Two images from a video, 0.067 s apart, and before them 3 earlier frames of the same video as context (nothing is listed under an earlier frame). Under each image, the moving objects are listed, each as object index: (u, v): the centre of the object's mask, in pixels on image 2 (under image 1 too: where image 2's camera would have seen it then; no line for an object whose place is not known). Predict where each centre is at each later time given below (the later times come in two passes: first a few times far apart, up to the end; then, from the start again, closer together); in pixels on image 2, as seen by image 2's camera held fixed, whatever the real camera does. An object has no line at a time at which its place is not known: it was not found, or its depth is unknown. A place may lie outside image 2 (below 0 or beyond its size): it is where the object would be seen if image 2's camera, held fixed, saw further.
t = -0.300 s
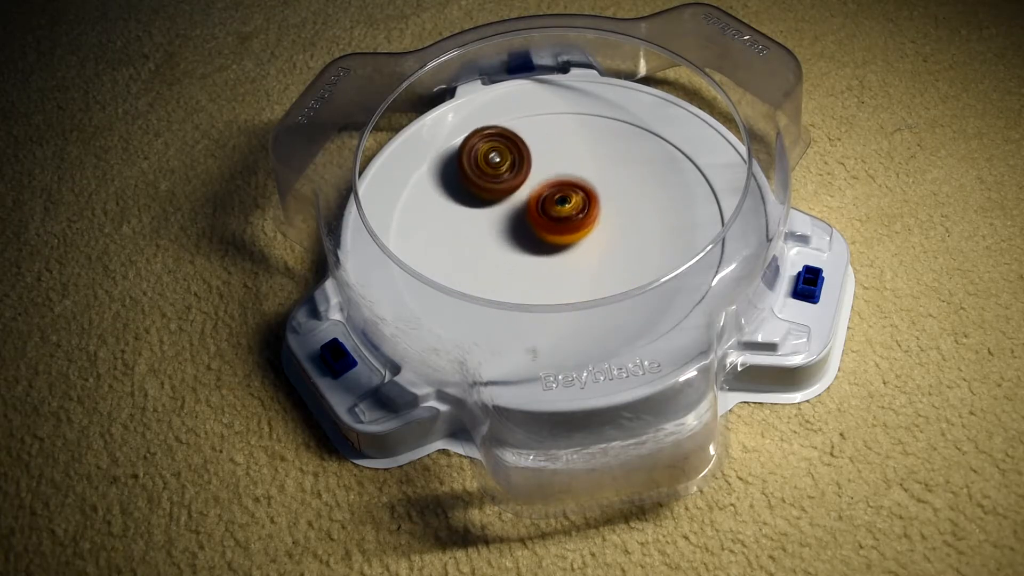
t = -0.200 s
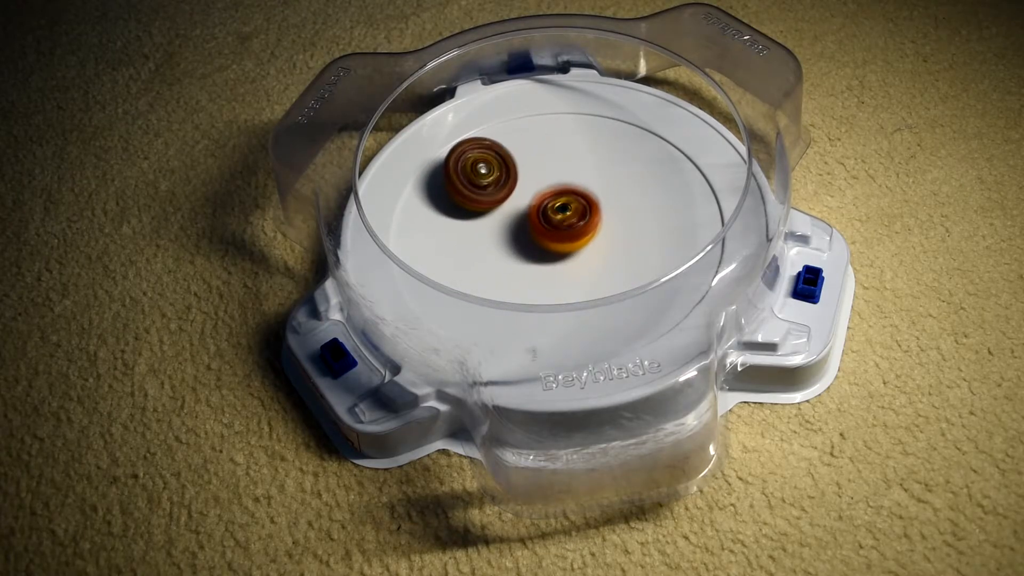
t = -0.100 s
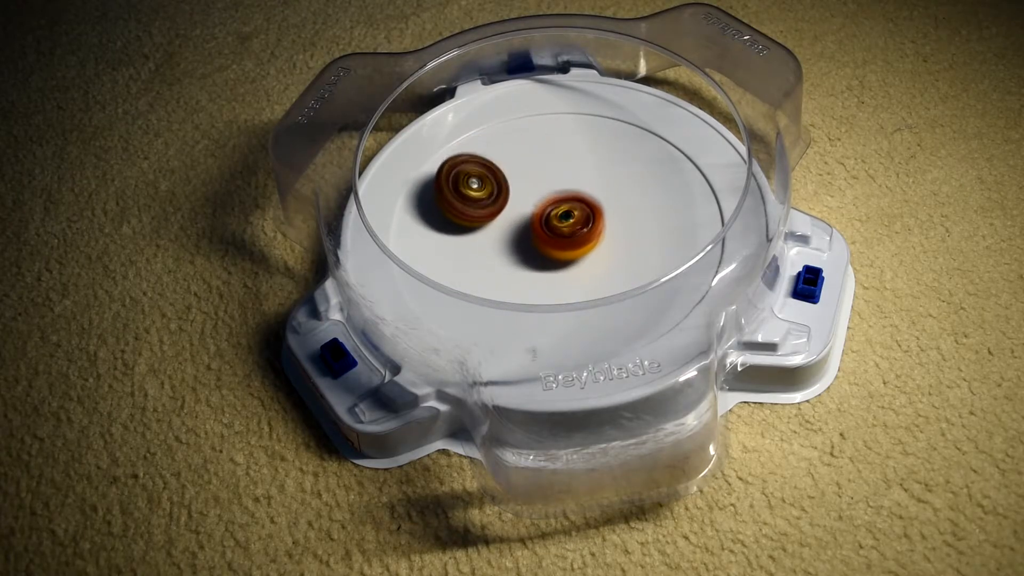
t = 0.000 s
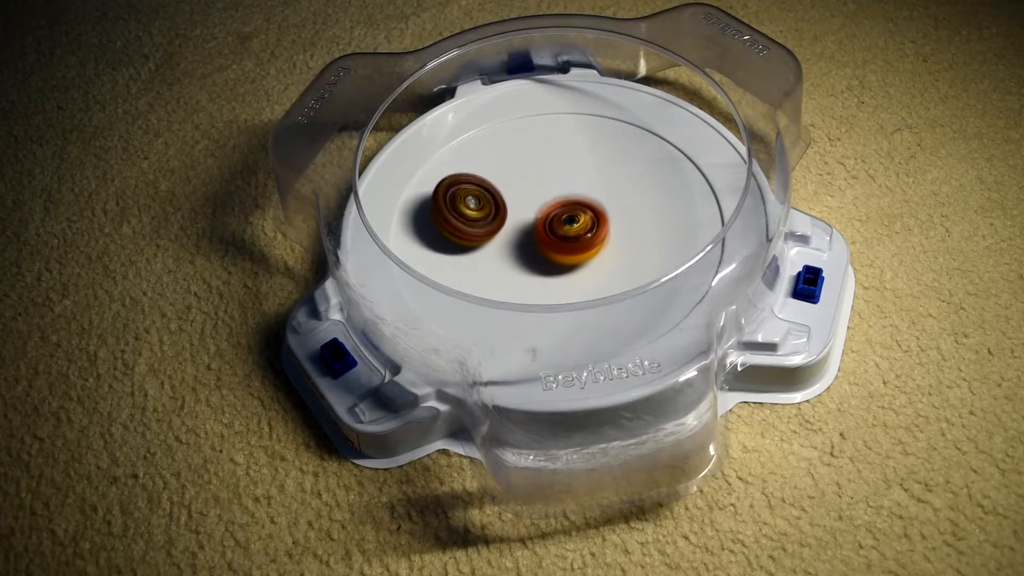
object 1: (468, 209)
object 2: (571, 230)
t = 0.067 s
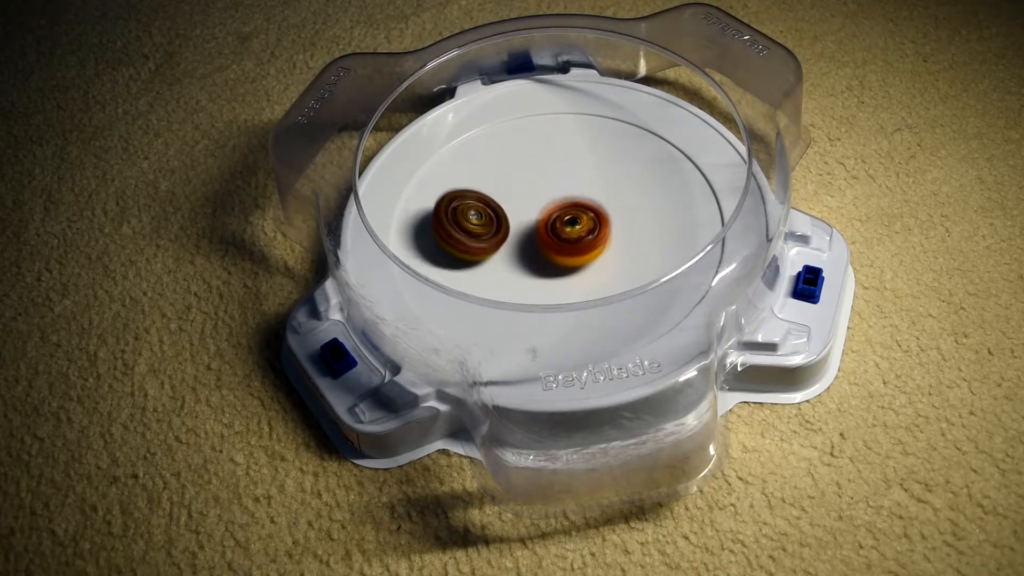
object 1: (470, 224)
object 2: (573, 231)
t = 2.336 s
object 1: (479, 255)
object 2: (558, 216)
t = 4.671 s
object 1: (545, 282)
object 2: (556, 218)
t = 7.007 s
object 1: (604, 257)
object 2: (539, 211)
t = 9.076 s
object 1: (608, 215)
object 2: (525, 216)
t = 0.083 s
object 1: (470, 228)
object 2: (573, 232)
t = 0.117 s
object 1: (473, 236)
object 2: (574, 232)
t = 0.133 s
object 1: (474, 239)
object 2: (574, 232)
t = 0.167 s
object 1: (478, 247)
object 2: (574, 232)
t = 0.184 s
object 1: (480, 250)
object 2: (574, 232)
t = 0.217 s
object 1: (485, 258)
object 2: (573, 232)
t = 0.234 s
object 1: (487, 261)
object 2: (572, 232)
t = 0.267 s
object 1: (493, 267)
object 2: (571, 232)
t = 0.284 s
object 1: (496, 270)
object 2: (570, 232)
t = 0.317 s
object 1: (502, 274)
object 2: (569, 231)
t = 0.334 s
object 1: (506, 276)
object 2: (568, 231)
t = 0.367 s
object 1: (513, 279)
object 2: (565, 230)
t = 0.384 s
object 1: (517, 281)
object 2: (564, 230)
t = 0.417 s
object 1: (526, 283)
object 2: (562, 230)
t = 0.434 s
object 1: (530, 284)
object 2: (560, 230)
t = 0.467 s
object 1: (537, 285)
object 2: (557, 230)
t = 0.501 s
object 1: (546, 291)
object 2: (553, 230)
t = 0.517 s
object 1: (550, 292)
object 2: (552, 230)
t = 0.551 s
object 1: (557, 292)
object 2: (549, 230)
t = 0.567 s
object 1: (561, 292)
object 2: (548, 231)
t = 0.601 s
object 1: (569, 291)
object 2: (545, 231)
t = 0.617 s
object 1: (572, 291)
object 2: (544, 232)
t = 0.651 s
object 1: (577, 284)
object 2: (542, 232)
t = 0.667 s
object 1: (581, 283)
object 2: (540, 232)
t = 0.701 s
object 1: (587, 281)
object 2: (539, 233)
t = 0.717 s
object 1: (590, 280)
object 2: (538, 233)
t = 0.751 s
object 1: (597, 277)
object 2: (536, 233)
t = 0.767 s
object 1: (600, 275)
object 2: (536, 234)
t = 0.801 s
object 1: (606, 271)
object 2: (536, 234)
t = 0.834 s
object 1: (612, 267)
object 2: (536, 234)
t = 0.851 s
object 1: (614, 264)
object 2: (535, 234)
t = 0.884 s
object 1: (619, 259)
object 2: (536, 234)
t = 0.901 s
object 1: (621, 256)
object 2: (536, 234)
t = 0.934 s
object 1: (625, 248)
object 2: (537, 233)
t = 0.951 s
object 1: (627, 245)
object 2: (538, 233)
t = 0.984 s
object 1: (630, 237)
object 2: (539, 232)
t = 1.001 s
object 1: (631, 233)
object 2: (540, 231)
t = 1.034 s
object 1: (633, 226)
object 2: (542, 230)
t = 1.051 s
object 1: (634, 221)
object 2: (542, 229)
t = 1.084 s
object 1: (635, 214)
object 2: (543, 228)
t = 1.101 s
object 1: (635, 210)
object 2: (544, 227)
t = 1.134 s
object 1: (634, 203)
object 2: (545, 225)
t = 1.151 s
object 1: (634, 199)
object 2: (546, 223)
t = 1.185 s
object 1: (632, 192)
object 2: (547, 222)
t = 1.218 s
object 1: (630, 186)
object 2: (548, 220)
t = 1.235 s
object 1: (628, 183)
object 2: (549, 219)
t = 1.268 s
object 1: (624, 177)
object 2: (550, 216)
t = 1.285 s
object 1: (623, 174)
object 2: (550, 215)
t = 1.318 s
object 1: (618, 169)
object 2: (551, 213)
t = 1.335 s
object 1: (615, 168)
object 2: (551, 212)
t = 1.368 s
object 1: (610, 164)
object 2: (552, 209)
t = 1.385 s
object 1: (607, 162)
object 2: (551, 209)
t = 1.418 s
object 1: (603, 157)
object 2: (550, 209)
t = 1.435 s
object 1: (602, 154)
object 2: (548, 211)
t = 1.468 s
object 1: (597, 150)
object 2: (547, 212)
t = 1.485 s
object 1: (594, 148)
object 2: (547, 213)
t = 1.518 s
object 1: (589, 145)
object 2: (546, 214)
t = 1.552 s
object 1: (583, 143)
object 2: (546, 216)
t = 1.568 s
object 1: (580, 142)
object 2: (546, 217)
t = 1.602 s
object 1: (575, 142)
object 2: (546, 219)
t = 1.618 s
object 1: (572, 142)
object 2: (546, 220)
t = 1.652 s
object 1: (566, 142)
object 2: (547, 222)
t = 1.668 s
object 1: (563, 143)
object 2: (548, 223)
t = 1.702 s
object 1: (557, 144)
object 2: (549, 224)
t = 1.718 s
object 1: (554, 145)
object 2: (550, 225)
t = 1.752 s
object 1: (547, 147)
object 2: (551, 226)
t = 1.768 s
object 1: (544, 149)
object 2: (553, 227)
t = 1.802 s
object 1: (537, 152)
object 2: (555, 227)
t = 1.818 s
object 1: (533, 154)
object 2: (556, 227)
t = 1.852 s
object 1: (526, 158)
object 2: (558, 228)
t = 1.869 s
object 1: (523, 161)
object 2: (559, 227)
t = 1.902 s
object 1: (516, 166)
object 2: (561, 227)
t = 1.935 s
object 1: (509, 171)
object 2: (563, 227)
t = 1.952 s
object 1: (506, 175)
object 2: (564, 226)
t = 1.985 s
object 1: (500, 181)
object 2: (565, 225)
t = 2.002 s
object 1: (498, 185)
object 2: (566, 224)
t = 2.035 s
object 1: (493, 191)
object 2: (567, 223)
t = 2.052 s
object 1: (490, 194)
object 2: (567, 223)
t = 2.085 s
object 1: (486, 201)
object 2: (568, 221)
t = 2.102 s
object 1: (483, 205)
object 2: (567, 221)
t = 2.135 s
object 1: (480, 212)
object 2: (568, 220)
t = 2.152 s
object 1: (479, 216)
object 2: (567, 219)
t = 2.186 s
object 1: (476, 223)
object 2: (566, 219)
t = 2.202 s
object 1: (476, 227)
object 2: (565, 218)
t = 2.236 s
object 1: (475, 234)
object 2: (564, 217)
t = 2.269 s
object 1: (475, 241)
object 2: (562, 217)
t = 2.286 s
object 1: (476, 245)
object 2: (561, 216)
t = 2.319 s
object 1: (477, 252)
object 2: (559, 216)
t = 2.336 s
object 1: (479, 255)
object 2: (558, 216)
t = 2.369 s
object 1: (482, 261)
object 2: (556, 216)
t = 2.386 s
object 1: (483, 263)
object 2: (556, 217)
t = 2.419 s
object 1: (488, 268)
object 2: (553, 217)
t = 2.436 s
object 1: (490, 270)
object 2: (553, 218)
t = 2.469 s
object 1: (496, 274)
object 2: (551, 219)
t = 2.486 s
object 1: (499, 275)
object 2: (550, 220)
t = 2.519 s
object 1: (505, 278)
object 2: (549, 221)
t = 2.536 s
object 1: (509, 279)
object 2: (548, 221)
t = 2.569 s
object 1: (517, 281)
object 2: (548, 223)
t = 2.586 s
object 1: (521, 282)
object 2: (548, 223)
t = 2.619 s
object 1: (529, 283)
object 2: (547, 224)
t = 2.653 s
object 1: (537, 284)
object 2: (547, 226)
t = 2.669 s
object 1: (540, 284)
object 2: (547, 226)
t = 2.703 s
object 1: (549, 284)
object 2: (548, 227)
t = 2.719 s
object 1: (553, 283)
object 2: (549, 227)
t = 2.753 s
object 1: (562, 283)
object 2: (549, 228)
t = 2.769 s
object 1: (567, 282)
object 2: (550, 228)
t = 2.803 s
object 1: (576, 280)
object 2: (551, 227)
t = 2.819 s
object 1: (580, 279)
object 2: (551, 227)
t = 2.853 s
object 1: (587, 277)
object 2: (553, 226)
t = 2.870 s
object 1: (591, 275)
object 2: (553, 226)
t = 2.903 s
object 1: (598, 272)
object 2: (554, 225)
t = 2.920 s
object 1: (601, 271)
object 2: (554, 224)
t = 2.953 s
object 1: (608, 267)
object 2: (555, 223)
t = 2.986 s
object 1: (613, 262)
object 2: (556, 221)
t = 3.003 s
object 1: (616, 258)
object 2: (556, 220)
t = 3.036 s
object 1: (621, 252)
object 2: (556, 219)
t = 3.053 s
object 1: (623, 249)
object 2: (556, 219)
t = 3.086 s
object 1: (627, 242)
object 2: (555, 218)
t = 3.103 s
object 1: (628, 239)
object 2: (556, 217)
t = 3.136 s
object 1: (631, 232)
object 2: (555, 216)
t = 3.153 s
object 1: (631, 229)
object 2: (555, 215)
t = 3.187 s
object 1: (632, 221)
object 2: (555, 214)
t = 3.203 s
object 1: (633, 218)
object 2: (555, 214)
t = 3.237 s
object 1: (632, 211)
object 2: (553, 214)
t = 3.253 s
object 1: (632, 207)
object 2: (554, 213)
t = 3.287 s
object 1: (630, 201)
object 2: (552, 212)
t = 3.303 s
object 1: (630, 197)
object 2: (552, 213)
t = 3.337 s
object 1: (627, 191)
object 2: (552, 212)
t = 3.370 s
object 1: (623, 186)
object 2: (550, 213)
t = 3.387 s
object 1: (622, 182)
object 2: (550, 213)
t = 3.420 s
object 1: (617, 179)
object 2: (550, 213)
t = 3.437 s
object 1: (614, 176)
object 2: (549, 214)
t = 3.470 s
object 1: (609, 171)
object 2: (550, 214)
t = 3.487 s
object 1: (606, 170)
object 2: (549, 214)
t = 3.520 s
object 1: (600, 166)
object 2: (550, 216)
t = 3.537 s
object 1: (596, 164)
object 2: (550, 216)
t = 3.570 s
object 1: (589, 161)
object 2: (550, 217)
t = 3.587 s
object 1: (586, 160)
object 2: (550, 218)
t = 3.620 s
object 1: (579, 158)
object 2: (551, 218)
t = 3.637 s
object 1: (575, 157)
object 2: (552, 219)
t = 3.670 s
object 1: (567, 156)
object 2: (553, 220)
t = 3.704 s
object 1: (559, 155)
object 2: (554, 221)
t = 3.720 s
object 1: (555, 156)
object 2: (555, 221)
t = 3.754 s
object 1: (547, 157)
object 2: (556, 222)
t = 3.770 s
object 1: (543, 158)
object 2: (557, 222)
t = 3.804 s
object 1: (535, 160)
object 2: (558, 222)
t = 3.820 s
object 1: (531, 161)
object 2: (559, 223)
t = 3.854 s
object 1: (523, 165)
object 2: (561, 222)
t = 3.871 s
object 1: (520, 166)
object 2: (562, 222)
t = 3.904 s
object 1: (513, 170)
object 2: (563, 222)
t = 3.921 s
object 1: (510, 172)
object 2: (564, 222)
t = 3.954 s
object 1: (504, 176)
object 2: (565, 221)
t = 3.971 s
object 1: (501, 178)
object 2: (565, 221)
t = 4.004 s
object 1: (497, 183)
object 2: (565, 221)
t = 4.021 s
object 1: (494, 186)
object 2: (566, 221)
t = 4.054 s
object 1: (490, 192)
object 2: (565, 220)
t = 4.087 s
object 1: (486, 197)
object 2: (565, 219)
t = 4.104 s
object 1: (484, 200)
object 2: (565, 219)
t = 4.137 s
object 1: (482, 206)
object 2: (564, 219)
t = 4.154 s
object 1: (481, 210)
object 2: (564, 219)
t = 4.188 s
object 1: (480, 216)
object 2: (562, 218)
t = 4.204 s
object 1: (480, 220)
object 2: (562, 218)
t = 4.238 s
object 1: (480, 226)
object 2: (561, 218)
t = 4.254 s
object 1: (481, 230)
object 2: (560, 219)
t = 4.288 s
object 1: (482, 236)
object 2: (559, 219)
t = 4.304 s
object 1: (483, 239)
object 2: (558, 220)
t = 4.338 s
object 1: (484, 246)
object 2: (558, 220)
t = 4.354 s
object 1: (486, 249)
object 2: (558, 220)
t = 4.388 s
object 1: (489, 256)
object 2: (557, 220)
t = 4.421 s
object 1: (494, 261)
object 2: (557, 220)
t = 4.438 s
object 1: (496, 264)
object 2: (557, 221)
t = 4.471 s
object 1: (502, 268)
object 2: (556, 221)
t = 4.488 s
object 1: (505, 270)
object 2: (556, 222)
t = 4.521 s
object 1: (512, 274)
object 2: (556, 222)
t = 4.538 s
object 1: (515, 275)
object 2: (556, 223)
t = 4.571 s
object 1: (522, 278)
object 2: (555, 221)
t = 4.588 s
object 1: (526, 279)
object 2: (556, 221)
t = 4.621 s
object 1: (533, 280)
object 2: (556, 219)
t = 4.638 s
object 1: (537, 282)
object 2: (556, 219)
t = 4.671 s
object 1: (545, 282)
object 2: (556, 218)
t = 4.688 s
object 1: (550, 282)
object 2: (555, 218)
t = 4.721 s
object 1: (558, 282)
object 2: (556, 217)
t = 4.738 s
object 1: (561, 281)
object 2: (555, 216)
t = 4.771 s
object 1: (569, 281)
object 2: (555, 216)
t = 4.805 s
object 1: (577, 279)
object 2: (554, 215)
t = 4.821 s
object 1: (581, 278)
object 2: (555, 215)
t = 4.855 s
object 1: (588, 275)
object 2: (554, 214)
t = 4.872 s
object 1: (591, 274)
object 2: (554, 214)
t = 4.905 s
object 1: (597, 271)
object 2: (553, 214)
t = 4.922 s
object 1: (600, 269)
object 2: (554, 214)
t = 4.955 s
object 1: (606, 264)
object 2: (553, 213)
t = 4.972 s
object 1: (608, 261)
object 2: (553, 214)
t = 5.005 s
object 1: (613, 255)
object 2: (554, 214)
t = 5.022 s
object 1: (615, 251)
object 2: (553, 215)
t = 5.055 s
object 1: (619, 245)
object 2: (553, 215)
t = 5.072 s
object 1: (621, 241)
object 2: (552, 215)
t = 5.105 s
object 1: (626, 234)
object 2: (552, 216)
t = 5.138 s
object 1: (628, 228)
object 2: (550, 217)
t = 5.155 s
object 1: (629, 225)
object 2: (550, 217)
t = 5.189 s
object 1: (630, 218)
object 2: (550, 218)
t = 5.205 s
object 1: (630, 215)
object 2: (550, 218)
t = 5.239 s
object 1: (630, 208)
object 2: (549, 219)
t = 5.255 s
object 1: (629, 205)
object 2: (550, 220)
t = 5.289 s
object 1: (627, 199)
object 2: (550, 221)
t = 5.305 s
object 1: (626, 197)
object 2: (551, 221)
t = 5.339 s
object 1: (623, 191)
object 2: (551, 222)
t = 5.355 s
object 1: (621, 189)
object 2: (552, 223)
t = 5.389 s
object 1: (616, 184)
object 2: (553, 223)
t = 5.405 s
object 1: (614, 182)
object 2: (554, 224)
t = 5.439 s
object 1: (609, 177)
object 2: (554, 224)
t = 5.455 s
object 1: (607, 175)
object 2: (555, 225)
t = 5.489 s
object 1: (600, 172)
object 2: (556, 225)
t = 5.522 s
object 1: (594, 168)
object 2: (557, 225)
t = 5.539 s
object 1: (590, 166)
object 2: (557, 225)
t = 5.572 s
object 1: (582, 163)
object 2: (559, 225)
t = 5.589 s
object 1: (579, 163)
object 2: (558, 226)
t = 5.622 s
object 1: (571, 161)
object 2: (559, 227)
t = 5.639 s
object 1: (567, 160)
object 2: (560, 226)
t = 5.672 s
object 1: (560, 160)
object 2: (560, 227)
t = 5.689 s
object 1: (556, 160)
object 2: (560, 226)
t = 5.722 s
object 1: (548, 161)
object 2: (561, 227)
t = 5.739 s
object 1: (544, 161)
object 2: (561, 227)
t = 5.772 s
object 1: (536, 163)
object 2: (561, 227)
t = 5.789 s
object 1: (532, 164)
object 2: (561, 226)
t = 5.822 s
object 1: (525, 168)
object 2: (561, 226)
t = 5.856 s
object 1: (518, 171)
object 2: (561, 226)
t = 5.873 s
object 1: (515, 173)
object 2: (560, 225)
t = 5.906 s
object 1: (509, 176)
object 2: (560, 225)
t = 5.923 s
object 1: (506, 179)
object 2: (559, 225)
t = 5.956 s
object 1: (501, 183)
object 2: (559, 225)
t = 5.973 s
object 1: (499, 187)
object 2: (558, 224)
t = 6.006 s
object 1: (491, 190)
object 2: (561, 225)
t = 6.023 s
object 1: (485, 190)
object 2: (565, 226)
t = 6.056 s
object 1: (477, 193)
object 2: (571, 228)
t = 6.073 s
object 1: (474, 195)
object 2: (573, 227)
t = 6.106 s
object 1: (470, 200)
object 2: (577, 228)
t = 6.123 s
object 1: (468, 202)
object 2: (578, 227)
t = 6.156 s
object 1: (465, 206)
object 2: (581, 227)
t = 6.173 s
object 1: (464, 209)
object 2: (582, 227)
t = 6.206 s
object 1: (464, 213)
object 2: (584, 226)
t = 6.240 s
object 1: (463, 219)
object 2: (585, 225)
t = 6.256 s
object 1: (464, 221)
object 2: (586, 224)
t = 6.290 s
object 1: (465, 227)
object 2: (585, 223)
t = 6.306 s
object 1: (467, 229)
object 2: (585, 222)
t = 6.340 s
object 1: (470, 235)
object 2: (584, 222)
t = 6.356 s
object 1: (473, 238)
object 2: (584, 221)
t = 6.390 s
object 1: (478, 243)
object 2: (582, 220)
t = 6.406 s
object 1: (481, 246)
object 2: (581, 220)
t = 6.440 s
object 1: (488, 251)
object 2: (579, 219)
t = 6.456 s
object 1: (491, 253)
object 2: (577, 219)
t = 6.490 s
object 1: (499, 258)
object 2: (574, 219)
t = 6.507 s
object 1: (504, 260)
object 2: (572, 219)
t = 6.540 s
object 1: (513, 264)
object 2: (569, 218)
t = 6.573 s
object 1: (520, 269)
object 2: (568, 214)
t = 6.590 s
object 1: (522, 272)
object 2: (568, 213)
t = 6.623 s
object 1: (529, 276)
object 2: (565, 210)
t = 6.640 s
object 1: (533, 277)
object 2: (565, 210)
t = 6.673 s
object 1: (540, 279)
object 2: (561, 207)
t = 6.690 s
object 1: (543, 279)
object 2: (560, 207)
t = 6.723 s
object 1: (551, 280)
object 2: (557, 206)
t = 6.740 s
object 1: (555, 280)
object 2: (556, 206)
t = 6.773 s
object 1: (562, 280)
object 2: (553, 205)
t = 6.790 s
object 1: (566, 279)
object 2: (552, 205)
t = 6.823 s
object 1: (573, 278)
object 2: (549, 205)
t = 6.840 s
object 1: (576, 277)
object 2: (547, 206)
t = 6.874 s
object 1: (583, 275)
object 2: (545, 206)
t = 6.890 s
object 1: (586, 273)
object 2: (544, 207)
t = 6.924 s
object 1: (592, 270)
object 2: (542, 208)
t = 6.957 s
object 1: (597, 266)
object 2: (541, 209)
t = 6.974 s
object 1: (600, 263)
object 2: (540, 211)
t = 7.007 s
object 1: (604, 257)
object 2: (539, 211)
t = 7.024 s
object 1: (607, 254)
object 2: (539, 213)
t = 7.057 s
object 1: (610, 247)
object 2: (538, 215)
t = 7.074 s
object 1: (611, 244)
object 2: (539, 216)
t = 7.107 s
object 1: (613, 237)
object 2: (539, 218)
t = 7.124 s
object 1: (614, 234)
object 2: (540, 219)
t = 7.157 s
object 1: (618, 226)
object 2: (537, 220)
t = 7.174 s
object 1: (620, 223)
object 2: (535, 221)
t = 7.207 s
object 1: (622, 216)
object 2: (534, 222)
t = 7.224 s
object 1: (623, 212)
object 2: (533, 224)
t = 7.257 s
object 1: (623, 206)
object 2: (533, 226)
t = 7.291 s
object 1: (623, 200)
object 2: (533, 227)
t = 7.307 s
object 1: (621, 197)
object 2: (533, 229)
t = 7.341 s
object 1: (619, 192)
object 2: (533, 229)
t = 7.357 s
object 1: (617, 189)
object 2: (535, 230)
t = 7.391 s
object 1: (613, 185)
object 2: (535, 232)
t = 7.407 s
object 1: (612, 182)
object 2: (537, 231)
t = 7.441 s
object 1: (606, 179)
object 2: (538, 232)
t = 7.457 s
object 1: (604, 177)
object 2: (539, 232)
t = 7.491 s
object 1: (598, 174)
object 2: (541, 233)
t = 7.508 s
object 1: (595, 173)
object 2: (542, 234)
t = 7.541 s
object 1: (587, 171)
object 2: (545, 234)
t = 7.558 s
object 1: (584, 170)
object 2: (546, 234)
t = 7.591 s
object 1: (577, 167)
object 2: (549, 234)
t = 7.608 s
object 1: (573, 167)
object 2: (550, 233)
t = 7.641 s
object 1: (566, 166)
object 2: (554, 232)
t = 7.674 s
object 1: (557, 166)
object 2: (556, 232)
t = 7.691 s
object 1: (554, 166)
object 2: (558, 230)
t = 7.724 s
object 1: (545, 167)
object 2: (560, 229)
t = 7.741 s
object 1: (540, 168)
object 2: (561, 228)
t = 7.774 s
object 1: (532, 170)
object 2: (565, 229)
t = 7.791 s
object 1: (528, 172)
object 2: (566, 230)
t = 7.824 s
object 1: (520, 174)
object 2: (570, 230)
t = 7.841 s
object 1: (517, 176)
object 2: (572, 230)
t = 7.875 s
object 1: (510, 179)
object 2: (575, 230)
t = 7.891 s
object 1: (508, 181)
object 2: (575, 229)
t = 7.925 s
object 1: (502, 185)
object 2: (579, 228)
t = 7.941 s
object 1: (500, 188)
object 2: (579, 228)
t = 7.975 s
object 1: (496, 192)
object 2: (580, 227)
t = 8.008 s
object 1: (492, 197)
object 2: (582, 226)
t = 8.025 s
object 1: (490, 200)
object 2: (582, 226)
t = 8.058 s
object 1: (488, 205)
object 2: (583, 225)
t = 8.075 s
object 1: (487, 208)
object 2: (582, 224)
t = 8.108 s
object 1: (486, 214)
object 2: (582, 223)
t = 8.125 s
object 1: (487, 217)
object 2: (581, 223)
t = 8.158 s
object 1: (488, 224)
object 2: (580, 221)
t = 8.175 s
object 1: (488, 227)
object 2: (580, 221)
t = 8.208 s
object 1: (491, 233)
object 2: (577, 220)
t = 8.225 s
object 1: (493, 236)
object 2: (577, 220)
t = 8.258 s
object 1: (497, 242)
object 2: (574, 219)
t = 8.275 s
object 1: (499, 245)
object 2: (572, 218)
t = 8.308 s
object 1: (501, 252)
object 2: (572, 216)
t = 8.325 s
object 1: (500, 256)
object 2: (574, 215)
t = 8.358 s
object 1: (501, 263)
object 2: (574, 212)
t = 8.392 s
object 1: (505, 268)
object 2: (573, 210)
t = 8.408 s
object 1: (508, 270)
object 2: (573, 208)
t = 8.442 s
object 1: (512, 273)
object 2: (571, 206)
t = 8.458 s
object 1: (515, 274)
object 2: (570, 205)
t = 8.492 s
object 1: (521, 277)
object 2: (568, 204)
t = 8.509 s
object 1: (524, 278)
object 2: (567, 204)
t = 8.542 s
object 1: (530, 279)
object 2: (566, 203)
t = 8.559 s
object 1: (533, 279)
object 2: (564, 202)
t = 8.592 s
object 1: (540, 280)
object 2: (562, 202)
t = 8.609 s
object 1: (543, 279)
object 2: (560, 203)
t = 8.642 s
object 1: (551, 278)
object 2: (558, 202)
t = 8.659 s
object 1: (555, 277)
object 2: (557, 203)
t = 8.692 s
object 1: (562, 275)
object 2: (554, 204)
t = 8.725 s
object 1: (569, 273)
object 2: (553, 205)
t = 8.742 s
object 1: (572, 271)
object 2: (550, 205)
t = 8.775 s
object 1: (579, 266)
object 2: (548, 206)
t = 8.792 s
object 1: (581, 264)
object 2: (548, 208)
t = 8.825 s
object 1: (588, 258)
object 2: (545, 209)
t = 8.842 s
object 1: (591, 256)
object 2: (544, 208)
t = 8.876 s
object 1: (598, 251)
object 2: (539, 208)
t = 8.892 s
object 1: (600, 248)
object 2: (536, 209)
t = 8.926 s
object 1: (603, 243)
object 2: (533, 210)
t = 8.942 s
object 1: (605, 240)
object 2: (532, 210)
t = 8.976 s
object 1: (607, 234)
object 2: (529, 211)
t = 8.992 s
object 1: (608, 231)
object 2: (528, 212)
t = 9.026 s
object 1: (608, 224)
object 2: (526, 213)
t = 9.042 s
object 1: (609, 221)
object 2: (526, 215)
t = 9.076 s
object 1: (608, 215)
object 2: (525, 216)
